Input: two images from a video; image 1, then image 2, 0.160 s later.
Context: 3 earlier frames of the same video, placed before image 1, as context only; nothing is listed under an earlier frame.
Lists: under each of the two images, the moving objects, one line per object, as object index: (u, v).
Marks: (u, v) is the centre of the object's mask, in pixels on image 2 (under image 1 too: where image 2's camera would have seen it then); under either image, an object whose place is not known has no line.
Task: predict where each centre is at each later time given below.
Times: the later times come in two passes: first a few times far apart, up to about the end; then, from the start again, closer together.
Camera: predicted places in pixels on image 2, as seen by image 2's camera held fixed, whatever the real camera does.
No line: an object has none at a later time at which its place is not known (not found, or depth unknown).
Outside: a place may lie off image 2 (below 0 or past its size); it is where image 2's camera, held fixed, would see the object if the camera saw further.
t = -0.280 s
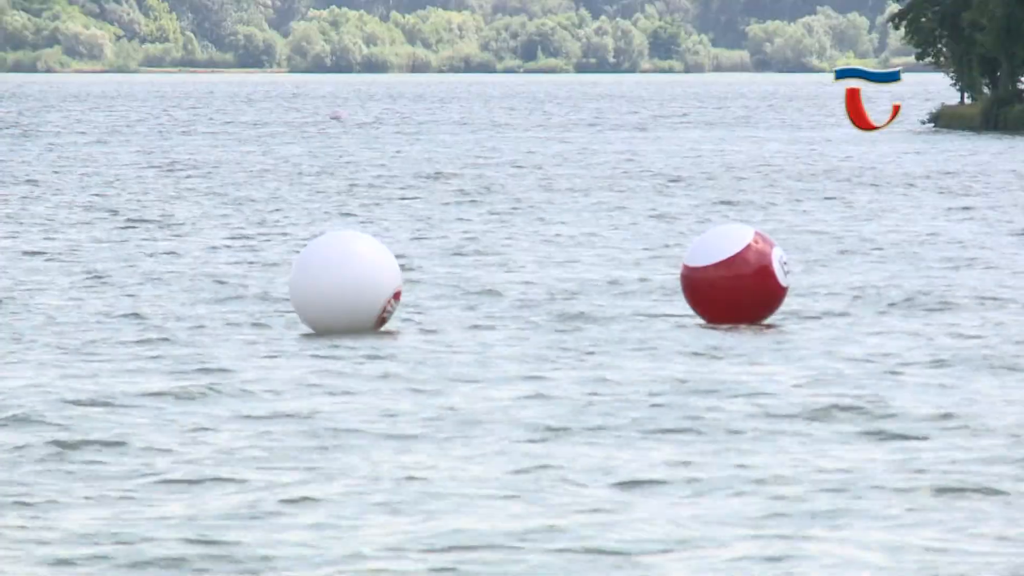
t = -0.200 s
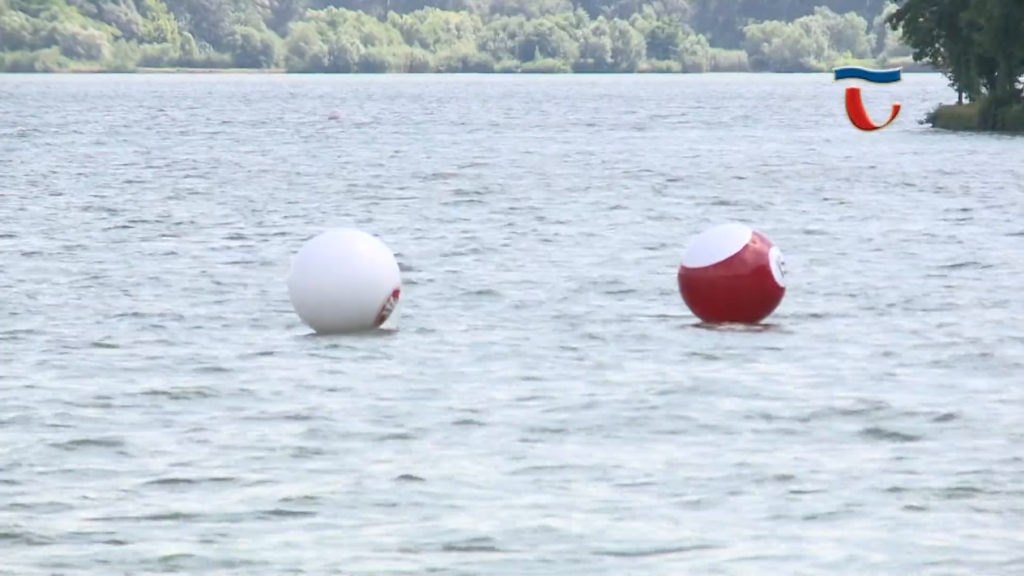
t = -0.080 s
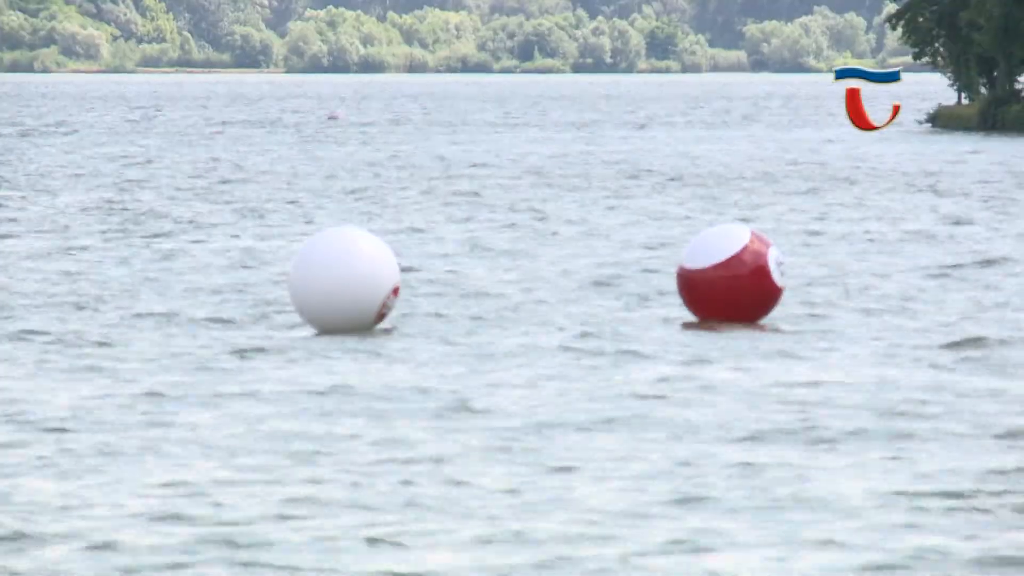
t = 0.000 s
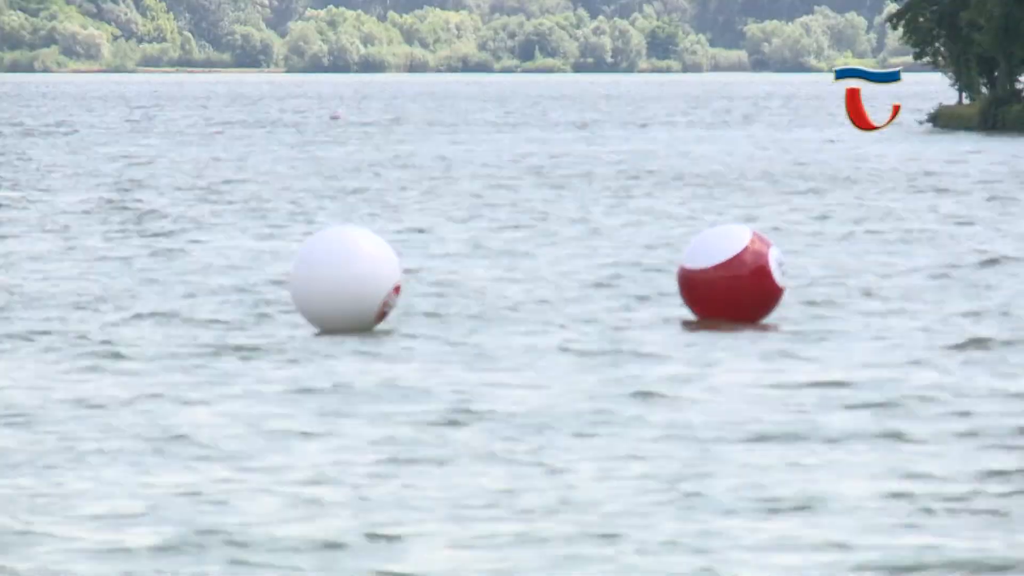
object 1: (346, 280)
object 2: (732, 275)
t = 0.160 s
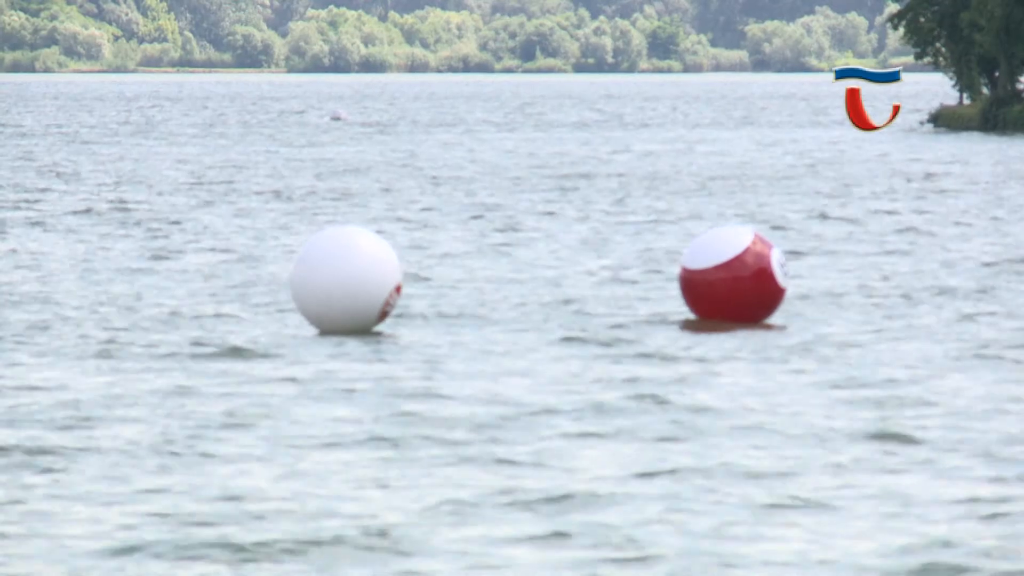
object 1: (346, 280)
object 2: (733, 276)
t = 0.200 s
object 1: (346, 280)
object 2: (733, 276)
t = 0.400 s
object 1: (346, 283)
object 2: (737, 277)
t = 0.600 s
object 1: (347, 285)
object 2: (741, 276)
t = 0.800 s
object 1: (348, 284)
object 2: (743, 274)
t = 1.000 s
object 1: (347, 282)
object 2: (744, 275)
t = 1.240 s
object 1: (346, 279)
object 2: (745, 279)
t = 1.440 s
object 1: (346, 281)
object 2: (748, 281)
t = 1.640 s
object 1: (347, 284)
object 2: (754, 279)
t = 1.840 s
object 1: (349, 287)
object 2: (759, 278)
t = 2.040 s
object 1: (350, 287)
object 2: (762, 278)
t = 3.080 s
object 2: (771, 280)
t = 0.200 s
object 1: (346, 280)
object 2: (733, 276)
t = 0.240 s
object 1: (346, 281)
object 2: (733, 277)
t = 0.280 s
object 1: (346, 281)
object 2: (735, 277)
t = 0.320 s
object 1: (346, 282)
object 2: (736, 277)
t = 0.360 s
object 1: (345, 283)
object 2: (736, 277)
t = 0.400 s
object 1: (346, 283)
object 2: (737, 277)
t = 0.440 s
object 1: (346, 284)
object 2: (738, 277)
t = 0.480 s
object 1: (346, 285)
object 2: (739, 277)
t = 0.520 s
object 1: (347, 285)
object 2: (740, 276)
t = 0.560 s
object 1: (347, 285)
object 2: (740, 276)
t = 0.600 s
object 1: (347, 285)
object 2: (741, 276)
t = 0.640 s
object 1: (347, 285)
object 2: (742, 275)
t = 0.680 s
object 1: (347, 285)
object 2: (742, 274)
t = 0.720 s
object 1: (347, 285)
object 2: (742, 274)
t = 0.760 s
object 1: (347, 285)
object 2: (742, 274)
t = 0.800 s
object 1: (348, 284)
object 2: (743, 274)
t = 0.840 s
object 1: (348, 284)
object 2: (743, 274)
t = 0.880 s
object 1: (348, 284)
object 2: (744, 274)
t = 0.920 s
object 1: (348, 282)
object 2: (744, 275)
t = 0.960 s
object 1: (348, 282)
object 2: (744, 275)
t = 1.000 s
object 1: (347, 282)
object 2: (744, 275)
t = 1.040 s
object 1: (347, 281)
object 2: (744, 276)
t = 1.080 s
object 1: (347, 280)
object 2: (744, 276)
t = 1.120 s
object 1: (346, 280)
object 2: (744, 277)
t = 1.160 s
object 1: (346, 280)
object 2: (744, 278)
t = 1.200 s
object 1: (346, 279)
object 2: (745, 278)
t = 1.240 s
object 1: (346, 279)
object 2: (745, 279)
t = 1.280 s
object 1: (346, 280)
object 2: (745, 279)
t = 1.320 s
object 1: (345, 280)
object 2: (746, 280)
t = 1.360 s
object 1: (345, 280)
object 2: (746, 281)
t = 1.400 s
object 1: (345, 280)
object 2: (747, 281)
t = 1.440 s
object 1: (346, 281)
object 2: (748, 281)
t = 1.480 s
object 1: (346, 282)
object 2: (749, 281)
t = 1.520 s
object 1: (346, 282)
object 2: (750, 280)
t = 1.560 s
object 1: (346, 283)
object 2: (752, 279)
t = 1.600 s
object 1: (347, 283)
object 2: (753, 278)
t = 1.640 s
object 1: (347, 284)
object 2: (754, 279)
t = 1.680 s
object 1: (347, 285)
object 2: (754, 280)
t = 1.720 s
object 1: (347, 285)
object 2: (755, 280)
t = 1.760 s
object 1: (348, 286)
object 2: (757, 279)
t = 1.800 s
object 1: (348, 287)
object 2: (758, 278)
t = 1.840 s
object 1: (349, 287)
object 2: (759, 278)
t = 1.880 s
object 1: (349, 287)
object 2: (760, 278)
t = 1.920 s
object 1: (349, 287)
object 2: (761, 279)
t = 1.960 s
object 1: (350, 287)
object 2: (762, 279)
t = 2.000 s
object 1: (350, 287)
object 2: (762, 279)
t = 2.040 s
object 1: (350, 287)
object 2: (762, 278)
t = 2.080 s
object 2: (762, 278)
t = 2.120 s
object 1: (351, 286)
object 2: (763, 277)
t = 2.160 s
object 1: (349, 285)
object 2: (762, 277)
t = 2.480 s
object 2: (763, 279)
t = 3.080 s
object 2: (771, 280)
